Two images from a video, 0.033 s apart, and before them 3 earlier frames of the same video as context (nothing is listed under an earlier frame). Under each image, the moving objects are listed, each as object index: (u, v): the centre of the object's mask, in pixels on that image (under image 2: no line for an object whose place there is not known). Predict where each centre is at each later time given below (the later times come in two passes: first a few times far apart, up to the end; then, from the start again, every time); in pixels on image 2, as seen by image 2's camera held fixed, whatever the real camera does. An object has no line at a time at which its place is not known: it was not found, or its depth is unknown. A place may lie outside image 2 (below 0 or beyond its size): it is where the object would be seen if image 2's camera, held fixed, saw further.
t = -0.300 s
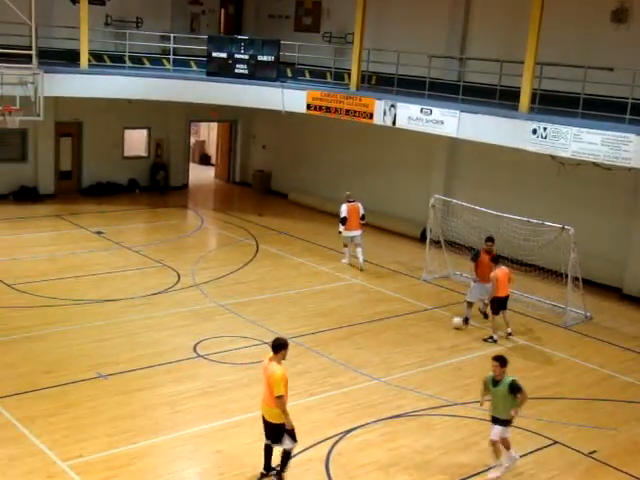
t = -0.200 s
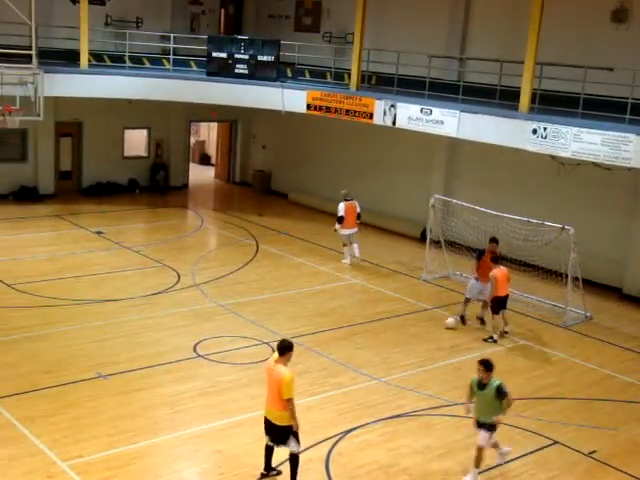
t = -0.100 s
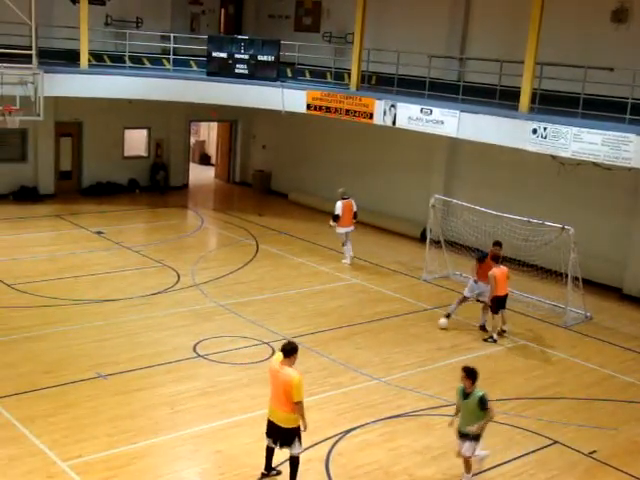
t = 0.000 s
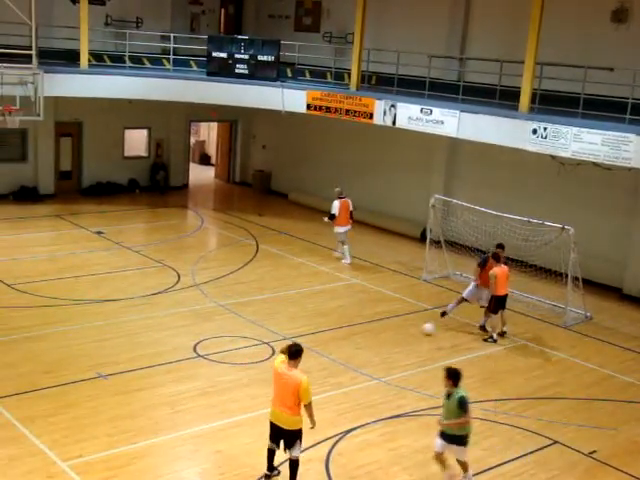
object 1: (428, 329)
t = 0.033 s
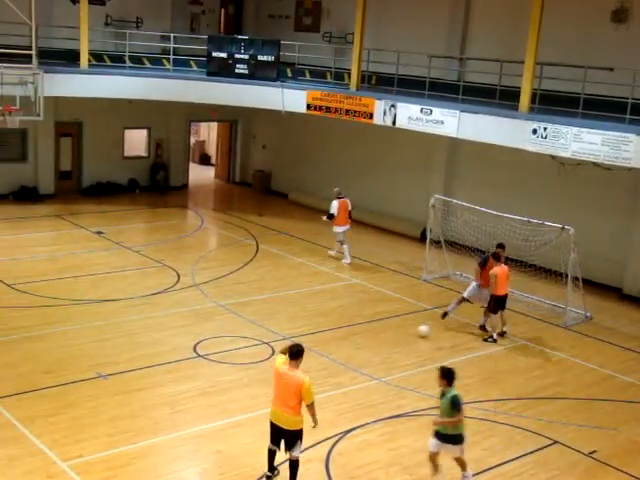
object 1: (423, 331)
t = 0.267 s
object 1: (390, 343)
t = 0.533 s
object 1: (355, 355)
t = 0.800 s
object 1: (320, 366)
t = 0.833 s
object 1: (316, 367)
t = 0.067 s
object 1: (418, 332)
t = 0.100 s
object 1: (414, 334)
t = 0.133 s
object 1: (409, 336)
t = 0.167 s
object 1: (404, 338)
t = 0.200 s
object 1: (399, 340)
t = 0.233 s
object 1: (394, 342)
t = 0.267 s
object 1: (390, 343)
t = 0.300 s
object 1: (386, 344)
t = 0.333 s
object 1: (381, 346)
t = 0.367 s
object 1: (377, 348)
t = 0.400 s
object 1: (373, 349)
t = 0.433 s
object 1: (368, 350)
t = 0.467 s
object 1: (363, 352)
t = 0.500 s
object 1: (359, 354)
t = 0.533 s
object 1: (355, 355)
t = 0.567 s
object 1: (350, 356)
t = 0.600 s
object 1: (346, 358)
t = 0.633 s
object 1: (342, 359)
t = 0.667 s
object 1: (338, 360)
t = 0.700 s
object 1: (334, 362)
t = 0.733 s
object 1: (329, 363)
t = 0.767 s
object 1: (325, 364)
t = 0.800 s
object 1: (320, 366)
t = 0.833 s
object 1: (316, 367)
